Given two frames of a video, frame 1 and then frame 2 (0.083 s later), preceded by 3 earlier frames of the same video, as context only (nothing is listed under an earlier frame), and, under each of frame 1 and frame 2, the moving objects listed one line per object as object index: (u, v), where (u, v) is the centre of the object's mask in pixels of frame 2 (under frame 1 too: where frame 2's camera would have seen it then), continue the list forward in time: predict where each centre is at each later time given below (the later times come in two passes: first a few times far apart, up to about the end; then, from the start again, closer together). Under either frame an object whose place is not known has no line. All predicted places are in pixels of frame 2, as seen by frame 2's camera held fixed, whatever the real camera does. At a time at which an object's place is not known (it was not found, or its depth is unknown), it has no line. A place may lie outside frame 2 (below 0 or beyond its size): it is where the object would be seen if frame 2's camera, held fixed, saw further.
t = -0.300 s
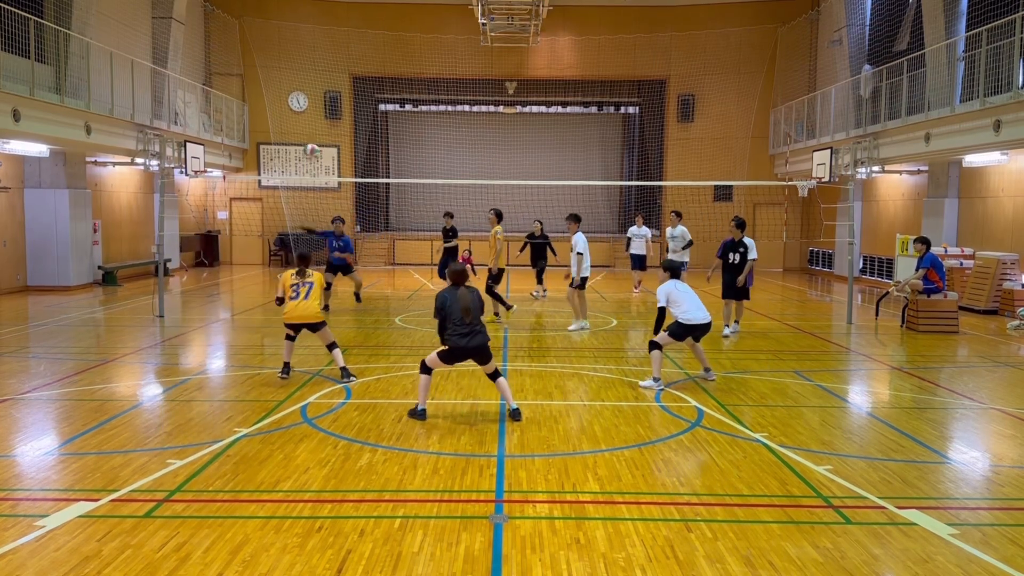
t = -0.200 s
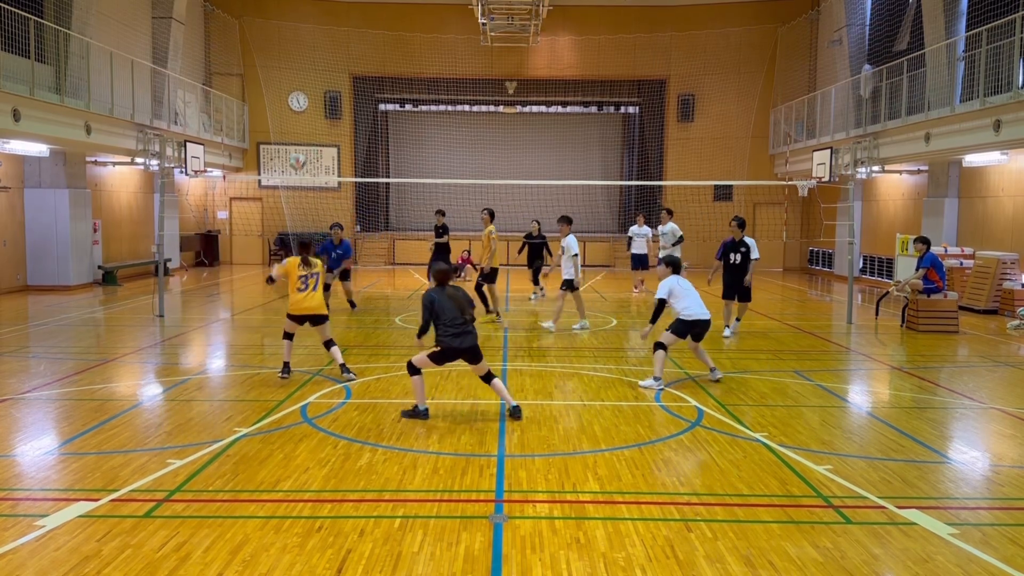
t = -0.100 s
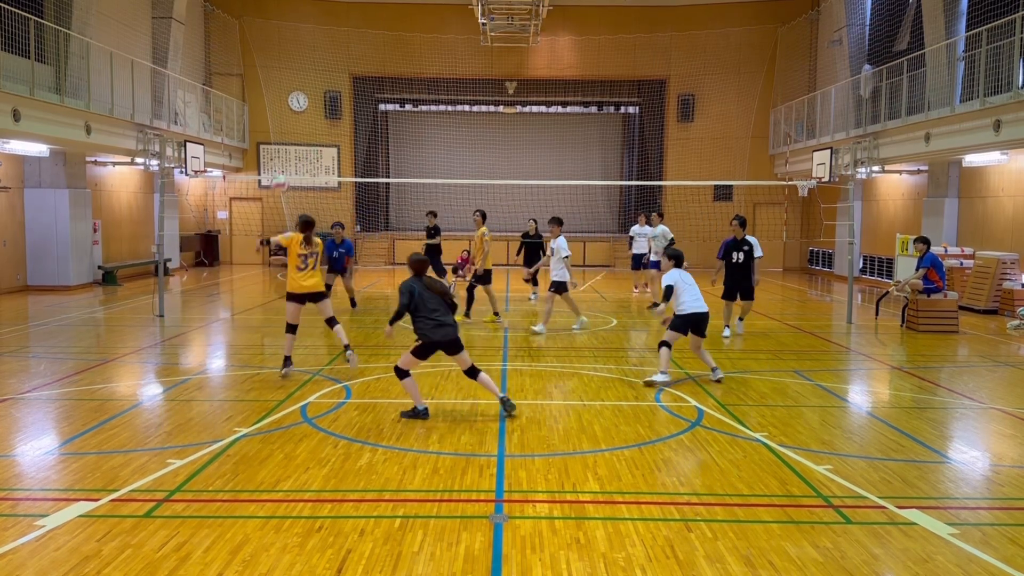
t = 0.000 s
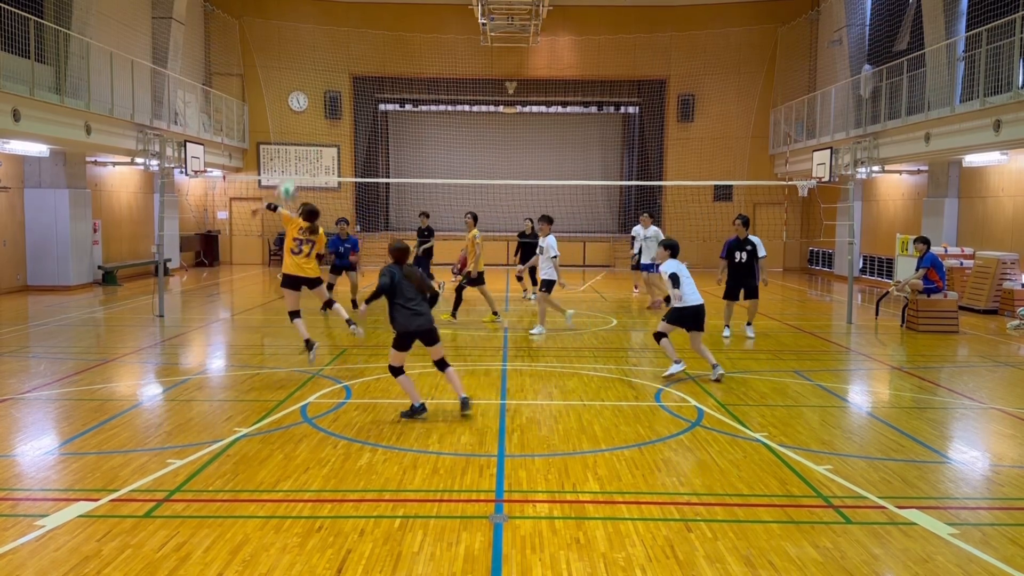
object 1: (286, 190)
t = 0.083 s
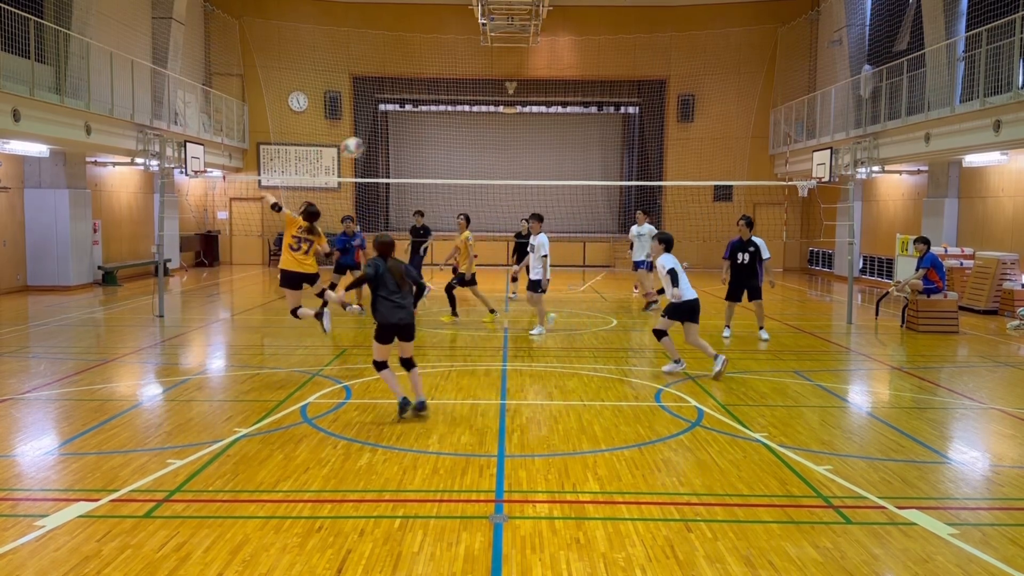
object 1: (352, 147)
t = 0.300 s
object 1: (505, 73)
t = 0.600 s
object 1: (705, 46)
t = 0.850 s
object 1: (845, 84)
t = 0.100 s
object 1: (365, 140)
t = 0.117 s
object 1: (375, 134)
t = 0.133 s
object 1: (388, 126)
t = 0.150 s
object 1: (400, 120)
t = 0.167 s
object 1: (412, 113)
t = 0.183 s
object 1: (425, 106)
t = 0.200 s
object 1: (436, 102)
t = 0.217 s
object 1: (447, 95)
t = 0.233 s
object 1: (460, 91)
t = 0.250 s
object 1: (471, 86)
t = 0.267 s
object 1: (482, 81)
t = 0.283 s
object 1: (495, 77)
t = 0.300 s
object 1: (505, 73)
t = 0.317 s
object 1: (518, 68)
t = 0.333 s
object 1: (529, 65)
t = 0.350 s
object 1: (540, 62)
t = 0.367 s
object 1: (552, 59)
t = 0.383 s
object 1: (563, 56)
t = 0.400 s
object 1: (574, 54)
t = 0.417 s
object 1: (584, 52)
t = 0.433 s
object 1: (596, 50)
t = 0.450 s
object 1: (607, 48)
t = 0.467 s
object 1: (618, 47)
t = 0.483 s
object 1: (629, 45)
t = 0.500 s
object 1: (640, 45)
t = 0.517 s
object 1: (651, 45)
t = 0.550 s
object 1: (672, 44)
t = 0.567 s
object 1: (683, 45)
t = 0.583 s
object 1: (695, 45)
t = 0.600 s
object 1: (705, 46)
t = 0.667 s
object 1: (736, 50)
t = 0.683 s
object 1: (746, 52)
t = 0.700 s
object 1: (757, 54)
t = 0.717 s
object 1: (767, 57)
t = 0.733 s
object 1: (777, 59)
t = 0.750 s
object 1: (787, 62)
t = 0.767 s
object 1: (798, 65)
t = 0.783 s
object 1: (807, 69)
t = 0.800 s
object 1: (817, 73)
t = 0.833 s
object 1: (835, 78)
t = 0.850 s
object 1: (845, 84)
